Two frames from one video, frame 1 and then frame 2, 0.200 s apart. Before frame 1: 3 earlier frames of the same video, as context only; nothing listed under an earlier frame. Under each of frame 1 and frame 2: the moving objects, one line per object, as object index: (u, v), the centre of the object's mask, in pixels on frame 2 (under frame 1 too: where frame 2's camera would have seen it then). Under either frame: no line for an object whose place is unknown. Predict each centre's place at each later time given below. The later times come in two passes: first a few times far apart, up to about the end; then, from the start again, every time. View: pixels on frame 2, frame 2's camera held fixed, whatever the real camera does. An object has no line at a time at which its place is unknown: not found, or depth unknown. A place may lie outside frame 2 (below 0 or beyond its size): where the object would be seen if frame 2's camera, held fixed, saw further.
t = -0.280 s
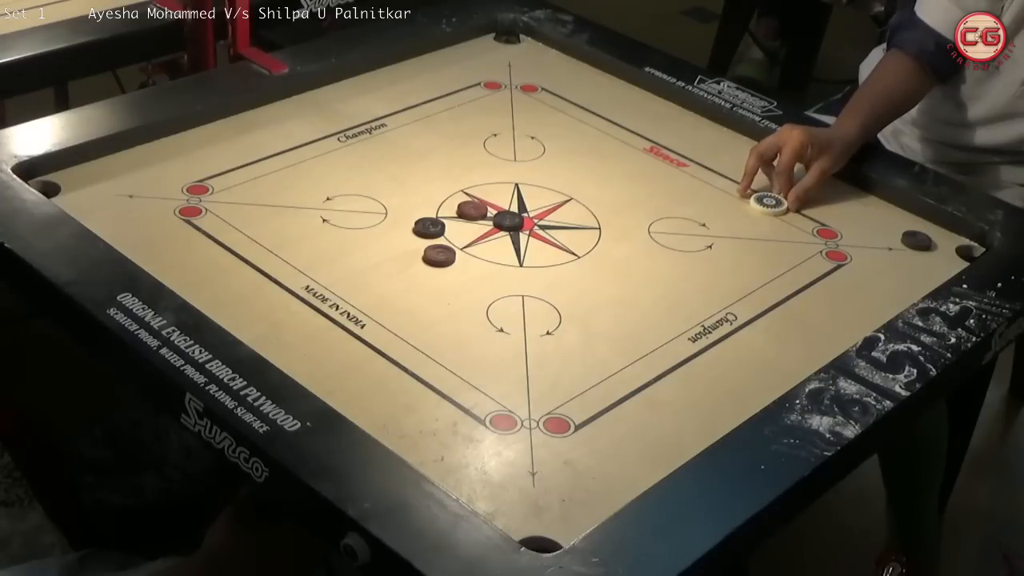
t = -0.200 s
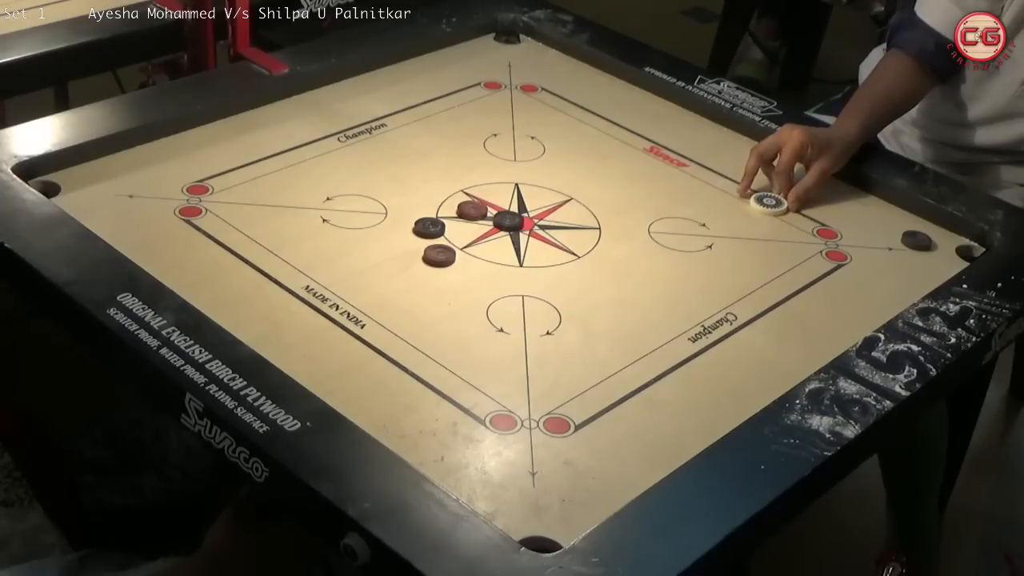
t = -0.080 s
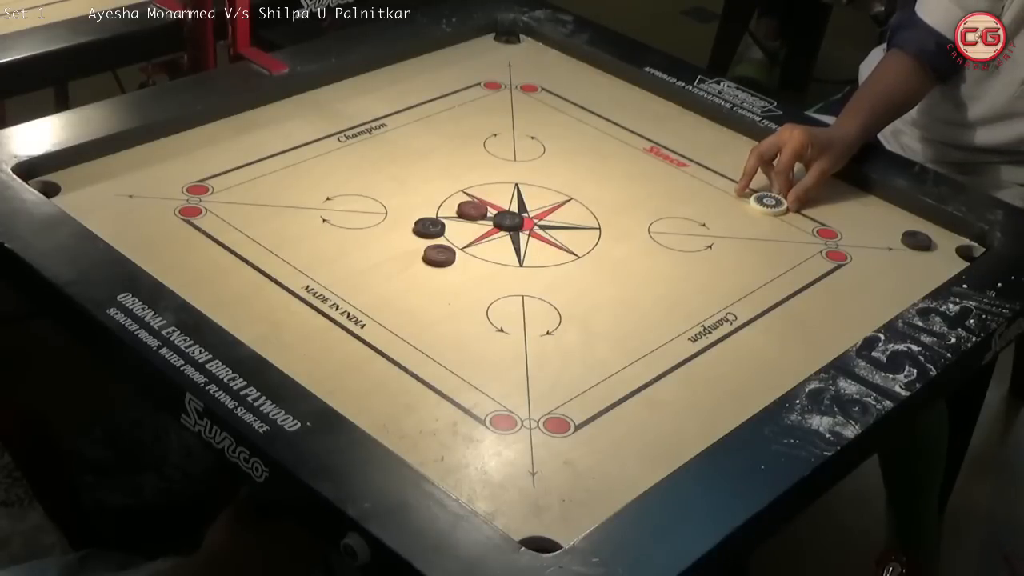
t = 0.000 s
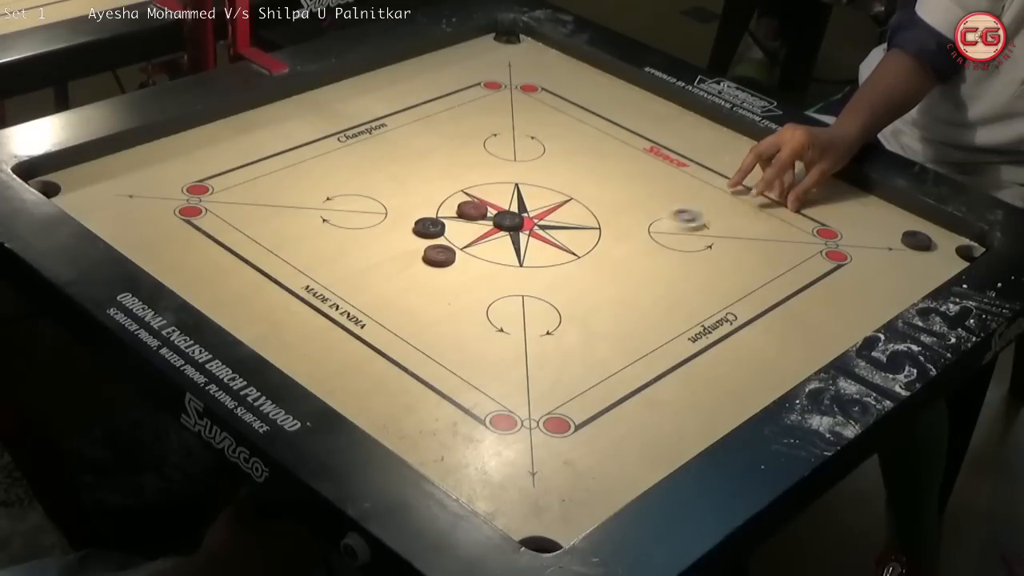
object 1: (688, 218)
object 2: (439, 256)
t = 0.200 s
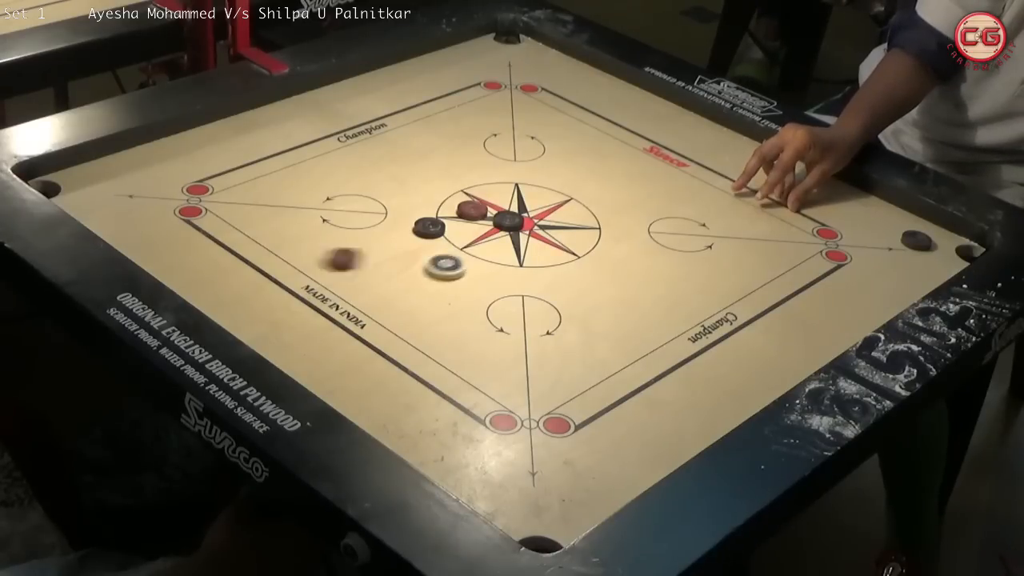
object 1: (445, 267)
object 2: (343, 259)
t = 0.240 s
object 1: (420, 275)
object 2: (263, 262)
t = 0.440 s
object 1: (314, 313)
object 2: (216, 184)
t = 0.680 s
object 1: (255, 335)
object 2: (314, 98)
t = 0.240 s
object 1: (420, 275)
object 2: (263, 262)
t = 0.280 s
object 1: (397, 283)
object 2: (183, 266)
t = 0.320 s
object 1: (374, 291)
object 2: (151, 253)
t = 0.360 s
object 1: (353, 299)
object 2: (174, 229)
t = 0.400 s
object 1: (333, 306)
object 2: (195, 206)
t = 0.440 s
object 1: (314, 313)
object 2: (216, 184)
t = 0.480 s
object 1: (297, 319)
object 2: (234, 164)
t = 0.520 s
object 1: (281, 326)
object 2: (251, 147)
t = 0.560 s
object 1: (267, 331)
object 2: (267, 131)
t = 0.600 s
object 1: (258, 334)
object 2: (281, 117)
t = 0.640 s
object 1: (251, 336)
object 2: (295, 104)
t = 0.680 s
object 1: (255, 335)
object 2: (314, 98)
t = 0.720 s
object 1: (259, 333)
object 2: (337, 96)
